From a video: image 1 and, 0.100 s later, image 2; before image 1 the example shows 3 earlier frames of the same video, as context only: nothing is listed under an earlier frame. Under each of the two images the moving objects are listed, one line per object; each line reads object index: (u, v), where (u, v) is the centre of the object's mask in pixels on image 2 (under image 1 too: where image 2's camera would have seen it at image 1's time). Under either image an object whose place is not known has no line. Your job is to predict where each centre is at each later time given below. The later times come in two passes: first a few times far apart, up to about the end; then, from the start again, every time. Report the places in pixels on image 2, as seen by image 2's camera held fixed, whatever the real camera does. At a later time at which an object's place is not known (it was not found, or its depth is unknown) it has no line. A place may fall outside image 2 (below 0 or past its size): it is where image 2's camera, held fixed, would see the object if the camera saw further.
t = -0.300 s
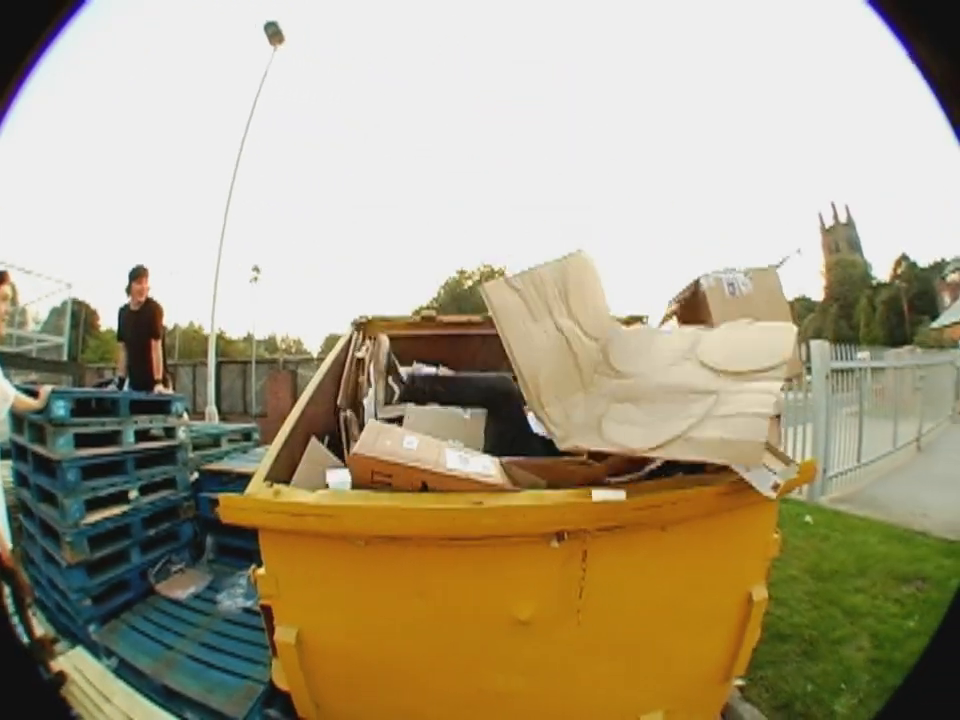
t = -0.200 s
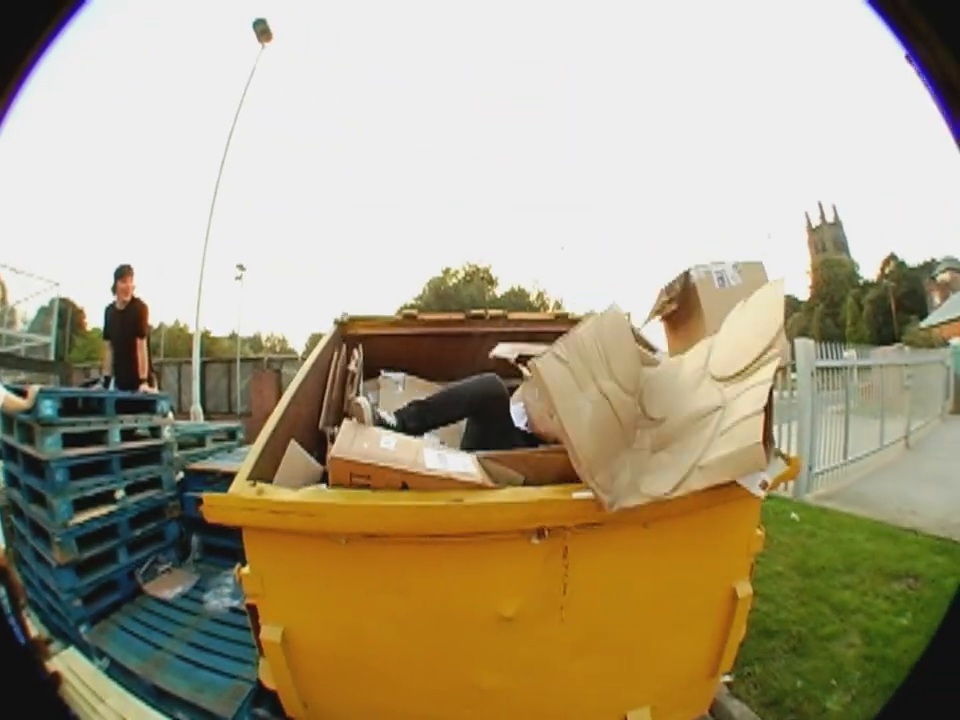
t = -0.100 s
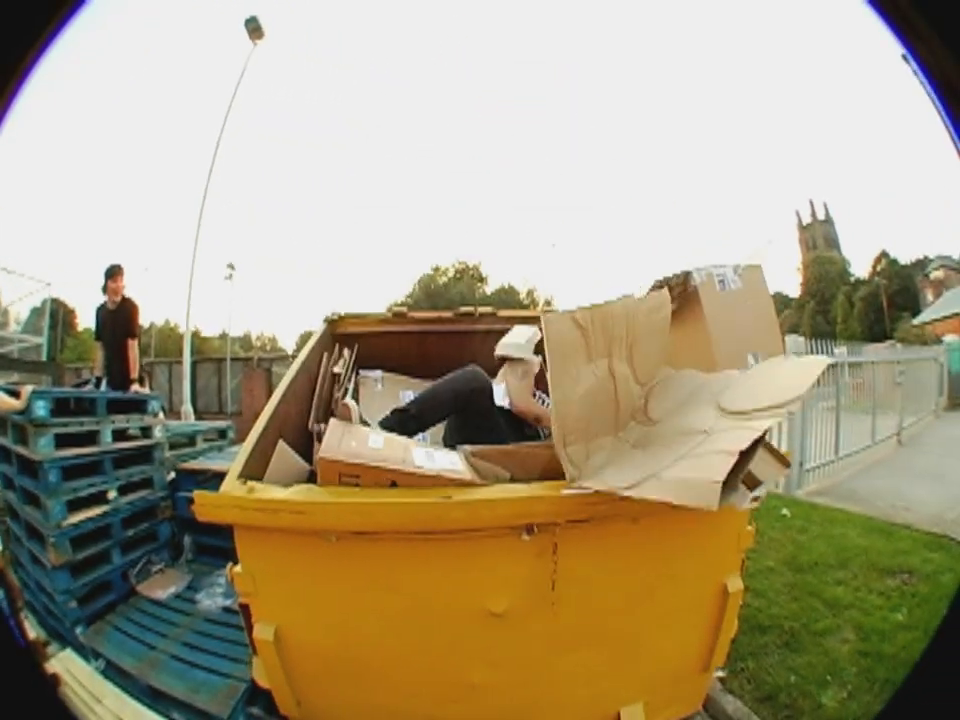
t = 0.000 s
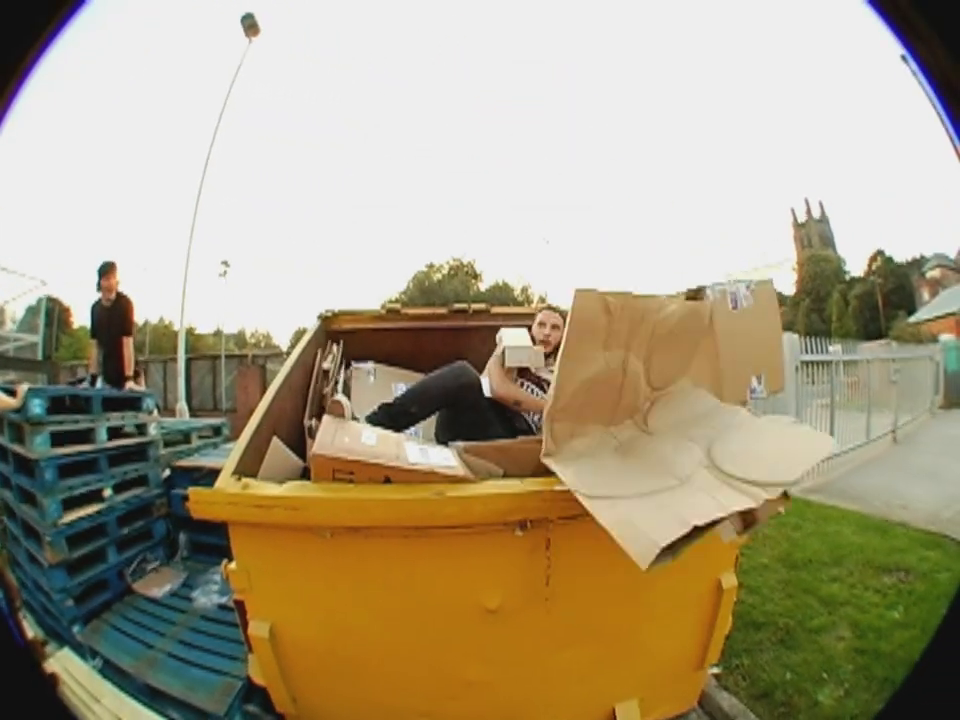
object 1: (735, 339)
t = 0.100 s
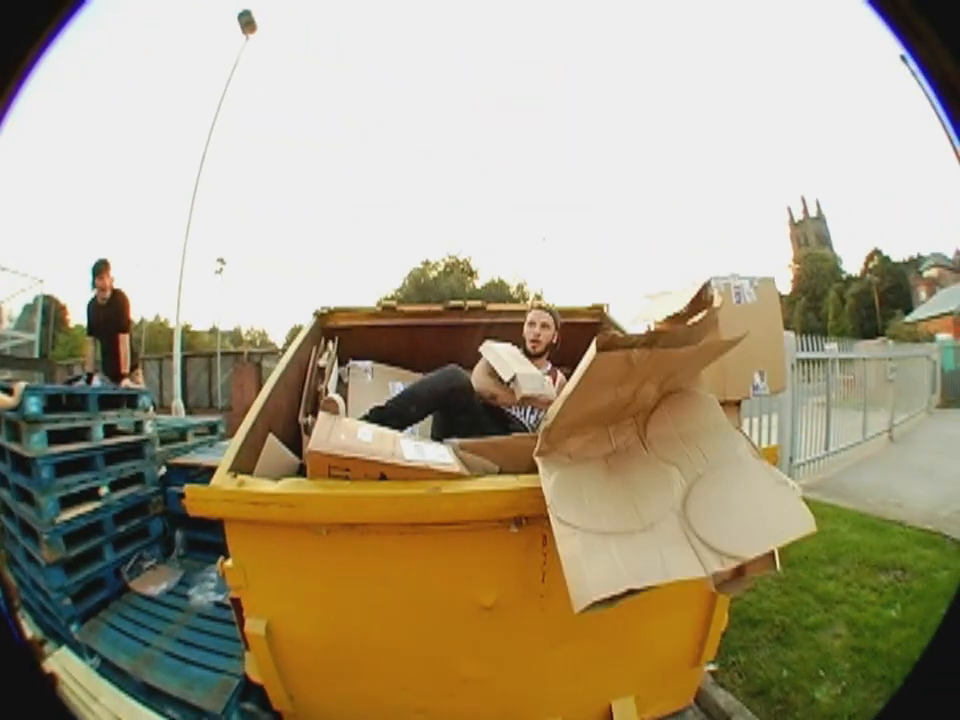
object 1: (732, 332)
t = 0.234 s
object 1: (723, 333)
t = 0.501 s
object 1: (737, 339)
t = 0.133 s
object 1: (729, 331)
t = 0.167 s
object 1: (727, 331)
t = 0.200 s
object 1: (721, 327)
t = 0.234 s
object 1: (723, 333)
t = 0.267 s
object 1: (728, 338)
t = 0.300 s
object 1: (729, 338)
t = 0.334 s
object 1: (731, 339)
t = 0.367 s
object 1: (732, 338)
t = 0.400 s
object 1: (732, 339)
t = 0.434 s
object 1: (733, 338)
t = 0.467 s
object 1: (734, 338)
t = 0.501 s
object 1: (737, 339)
